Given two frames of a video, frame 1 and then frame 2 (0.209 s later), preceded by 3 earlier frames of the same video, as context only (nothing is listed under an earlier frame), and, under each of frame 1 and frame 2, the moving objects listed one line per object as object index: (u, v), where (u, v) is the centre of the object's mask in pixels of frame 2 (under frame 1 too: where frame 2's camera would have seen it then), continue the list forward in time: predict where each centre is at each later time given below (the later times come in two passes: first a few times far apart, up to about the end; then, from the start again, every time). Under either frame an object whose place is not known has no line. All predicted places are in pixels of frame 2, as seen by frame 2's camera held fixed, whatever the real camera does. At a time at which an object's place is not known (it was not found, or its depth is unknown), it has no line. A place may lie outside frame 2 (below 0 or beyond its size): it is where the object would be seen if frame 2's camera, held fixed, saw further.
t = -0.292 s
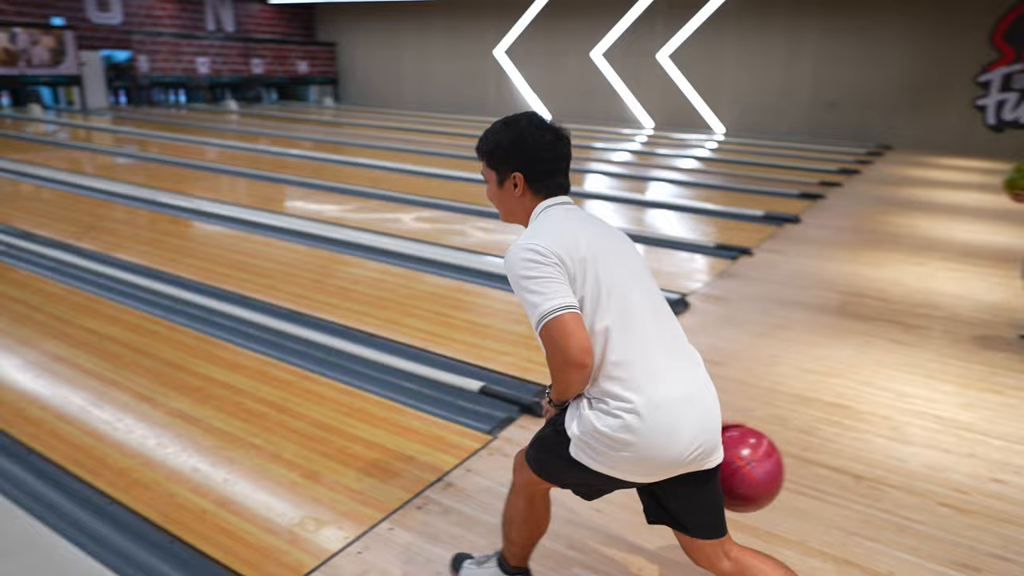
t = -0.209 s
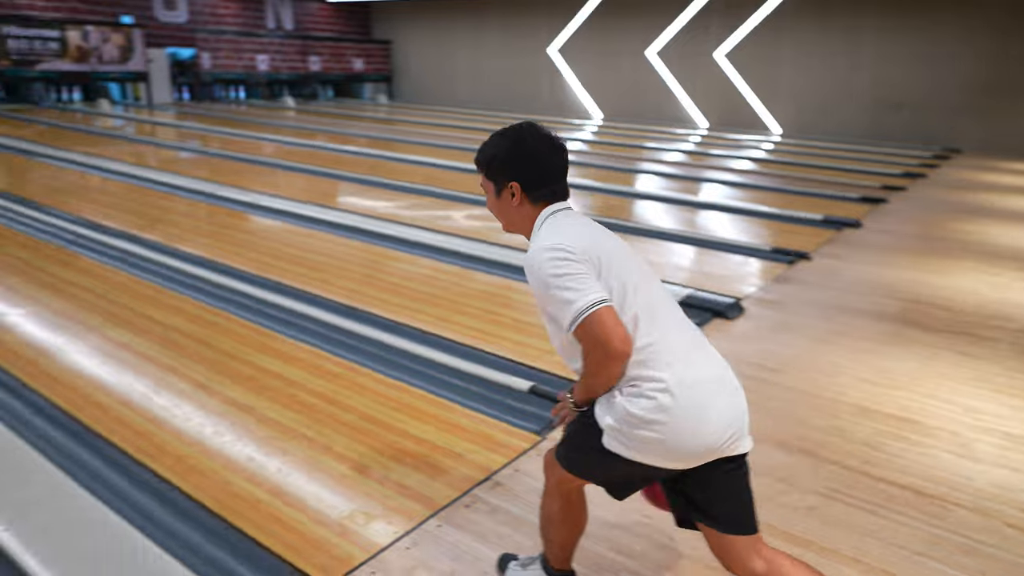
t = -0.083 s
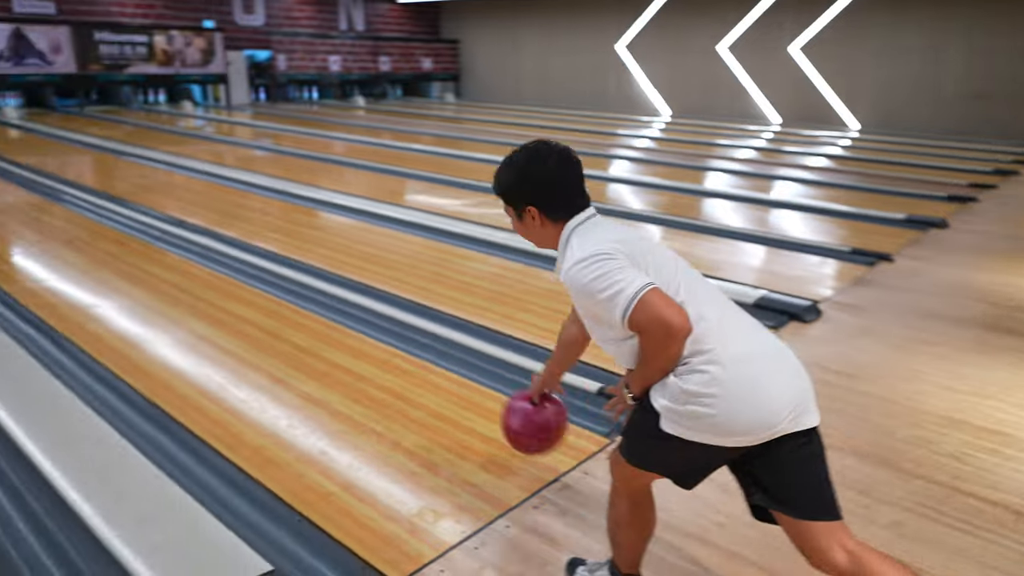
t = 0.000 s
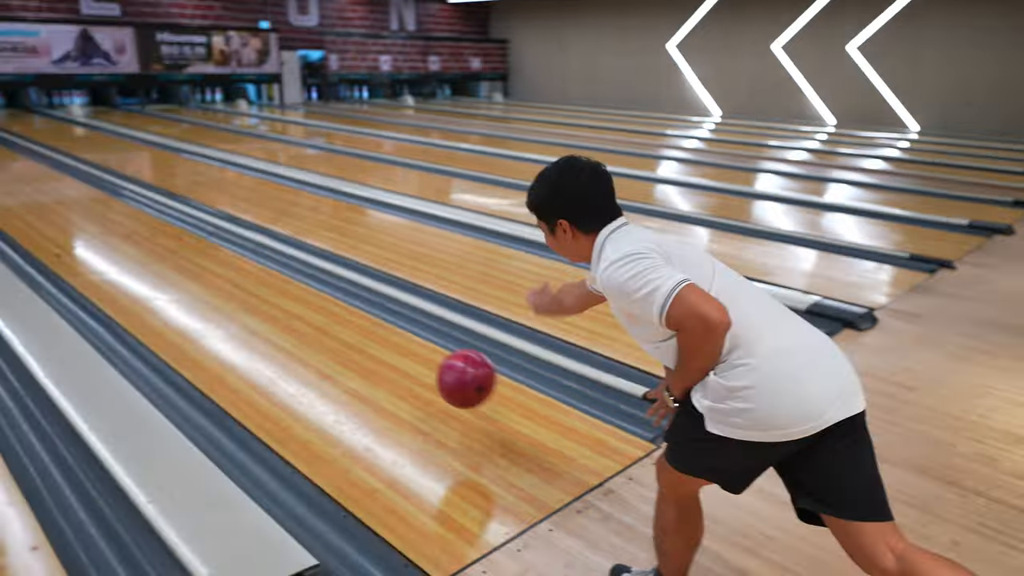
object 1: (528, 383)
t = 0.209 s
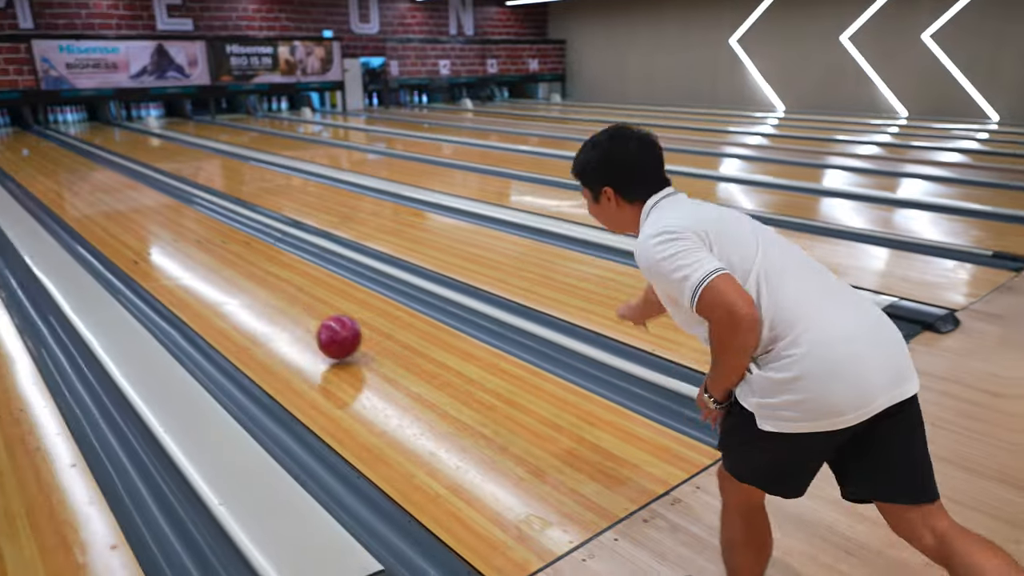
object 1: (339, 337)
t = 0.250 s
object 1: (311, 326)
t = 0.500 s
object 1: (191, 270)
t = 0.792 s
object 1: (104, 230)
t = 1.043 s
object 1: (54, 206)
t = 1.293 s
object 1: (23, 193)
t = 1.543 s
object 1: (7, 179)
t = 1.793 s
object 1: (-6, 167)
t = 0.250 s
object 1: (311, 326)
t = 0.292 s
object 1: (287, 315)
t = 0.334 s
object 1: (265, 304)
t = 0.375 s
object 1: (244, 294)
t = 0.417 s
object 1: (225, 285)
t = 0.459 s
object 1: (207, 277)
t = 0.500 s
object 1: (191, 270)
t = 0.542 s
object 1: (176, 263)
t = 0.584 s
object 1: (162, 256)
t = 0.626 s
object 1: (149, 250)
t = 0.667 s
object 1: (136, 244)
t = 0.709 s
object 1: (125, 239)
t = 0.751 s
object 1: (115, 234)
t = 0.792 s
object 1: (104, 230)
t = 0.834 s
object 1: (95, 225)
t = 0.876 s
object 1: (85, 220)
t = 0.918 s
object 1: (77, 216)
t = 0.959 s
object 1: (69, 212)
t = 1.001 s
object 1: (61, 208)
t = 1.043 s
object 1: (54, 206)
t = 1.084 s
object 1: (47, 204)
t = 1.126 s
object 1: (39, 204)
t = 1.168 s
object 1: (32, 202)
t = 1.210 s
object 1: (29, 198)
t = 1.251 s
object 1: (27, 196)
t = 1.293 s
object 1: (23, 193)
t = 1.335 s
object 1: (17, 189)
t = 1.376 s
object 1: (16, 187)
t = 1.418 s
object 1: (14, 185)
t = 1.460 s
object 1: (13, 184)
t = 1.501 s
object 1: (10, 181)
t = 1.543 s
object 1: (7, 179)
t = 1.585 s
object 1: (4, 177)
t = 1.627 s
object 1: (1, 174)
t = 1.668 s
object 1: (-1, 172)
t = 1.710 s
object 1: (-3, 171)
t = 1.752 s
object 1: (-4, 169)
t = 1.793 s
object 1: (-6, 167)
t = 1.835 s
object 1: (-5, 166)
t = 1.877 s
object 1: (-6, 165)
